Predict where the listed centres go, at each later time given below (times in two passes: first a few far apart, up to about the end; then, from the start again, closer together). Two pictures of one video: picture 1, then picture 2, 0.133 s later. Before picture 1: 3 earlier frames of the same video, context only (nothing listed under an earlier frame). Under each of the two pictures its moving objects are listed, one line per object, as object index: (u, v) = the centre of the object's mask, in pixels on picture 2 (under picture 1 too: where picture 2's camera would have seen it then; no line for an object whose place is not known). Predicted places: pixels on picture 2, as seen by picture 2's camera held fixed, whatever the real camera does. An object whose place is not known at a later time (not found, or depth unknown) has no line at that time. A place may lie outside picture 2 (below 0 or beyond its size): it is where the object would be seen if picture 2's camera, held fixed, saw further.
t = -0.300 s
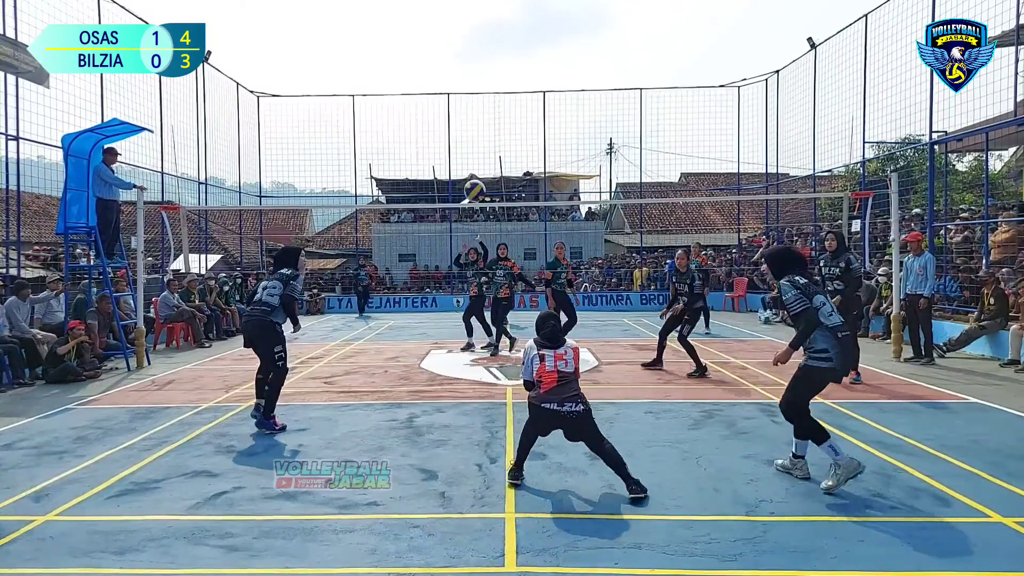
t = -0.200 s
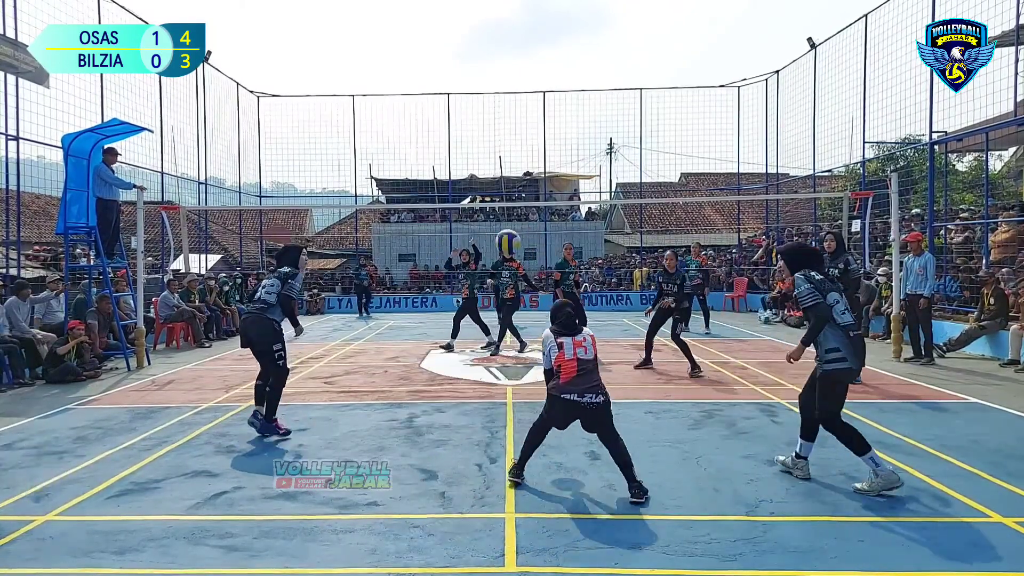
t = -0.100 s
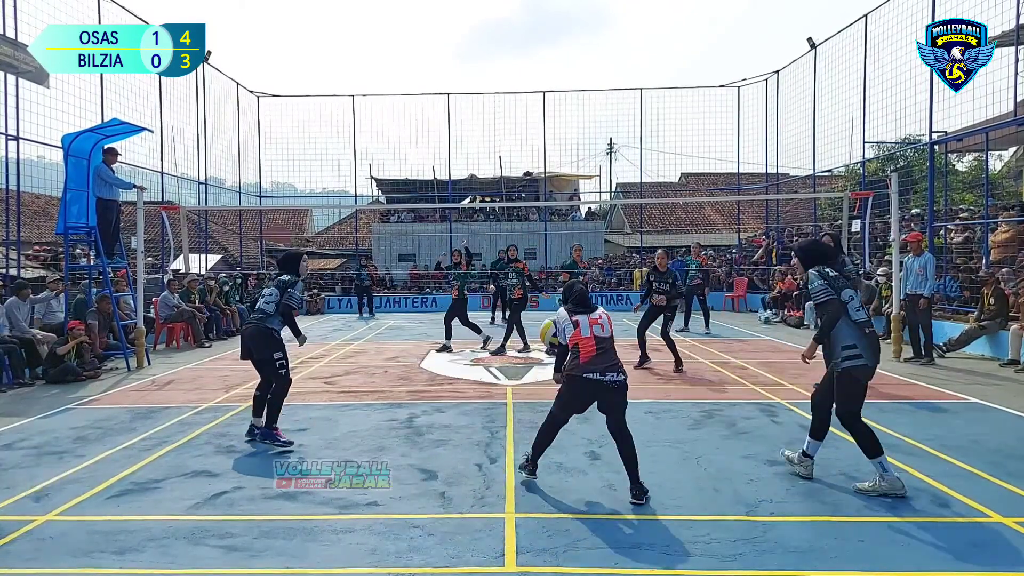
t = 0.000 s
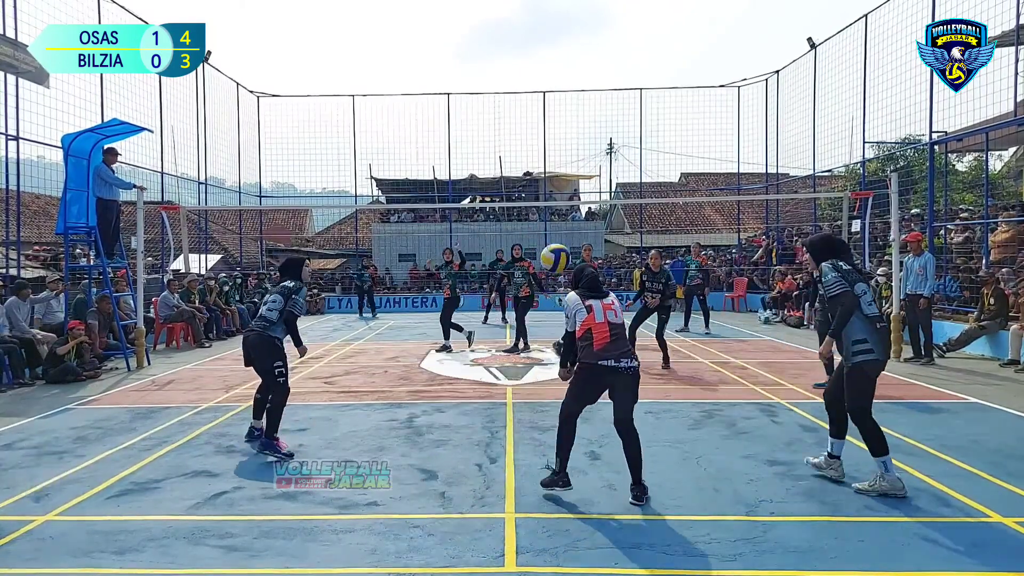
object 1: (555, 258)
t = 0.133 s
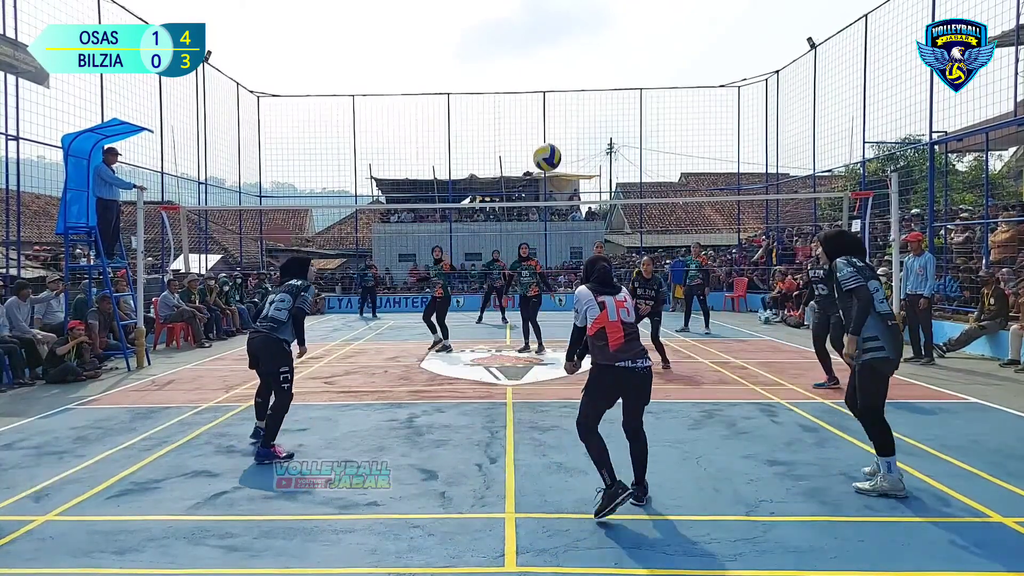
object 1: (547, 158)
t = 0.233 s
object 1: (542, 105)
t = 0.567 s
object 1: (529, 38)
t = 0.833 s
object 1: (521, 73)
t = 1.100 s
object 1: (514, 163)
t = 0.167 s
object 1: (545, 138)
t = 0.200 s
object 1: (543, 121)
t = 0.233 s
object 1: (542, 105)
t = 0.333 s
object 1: (537, 69)
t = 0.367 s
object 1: (536, 60)
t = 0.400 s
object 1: (535, 53)
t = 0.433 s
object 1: (533, 47)
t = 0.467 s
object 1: (532, 43)
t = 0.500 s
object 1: (531, 40)
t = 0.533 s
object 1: (529, 38)
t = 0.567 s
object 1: (529, 38)
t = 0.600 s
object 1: (527, 38)
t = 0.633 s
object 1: (526, 40)
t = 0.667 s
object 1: (525, 43)
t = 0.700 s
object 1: (525, 47)
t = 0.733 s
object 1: (524, 52)
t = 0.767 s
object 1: (522, 58)
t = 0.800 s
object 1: (522, 65)
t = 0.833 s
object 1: (521, 73)
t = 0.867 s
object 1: (520, 82)
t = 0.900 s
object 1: (519, 91)
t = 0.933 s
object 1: (518, 101)
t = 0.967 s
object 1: (517, 112)
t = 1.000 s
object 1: (516, 124)
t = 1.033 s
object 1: (515, 137)
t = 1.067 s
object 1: (514, 149)
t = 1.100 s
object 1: (514, 163)
